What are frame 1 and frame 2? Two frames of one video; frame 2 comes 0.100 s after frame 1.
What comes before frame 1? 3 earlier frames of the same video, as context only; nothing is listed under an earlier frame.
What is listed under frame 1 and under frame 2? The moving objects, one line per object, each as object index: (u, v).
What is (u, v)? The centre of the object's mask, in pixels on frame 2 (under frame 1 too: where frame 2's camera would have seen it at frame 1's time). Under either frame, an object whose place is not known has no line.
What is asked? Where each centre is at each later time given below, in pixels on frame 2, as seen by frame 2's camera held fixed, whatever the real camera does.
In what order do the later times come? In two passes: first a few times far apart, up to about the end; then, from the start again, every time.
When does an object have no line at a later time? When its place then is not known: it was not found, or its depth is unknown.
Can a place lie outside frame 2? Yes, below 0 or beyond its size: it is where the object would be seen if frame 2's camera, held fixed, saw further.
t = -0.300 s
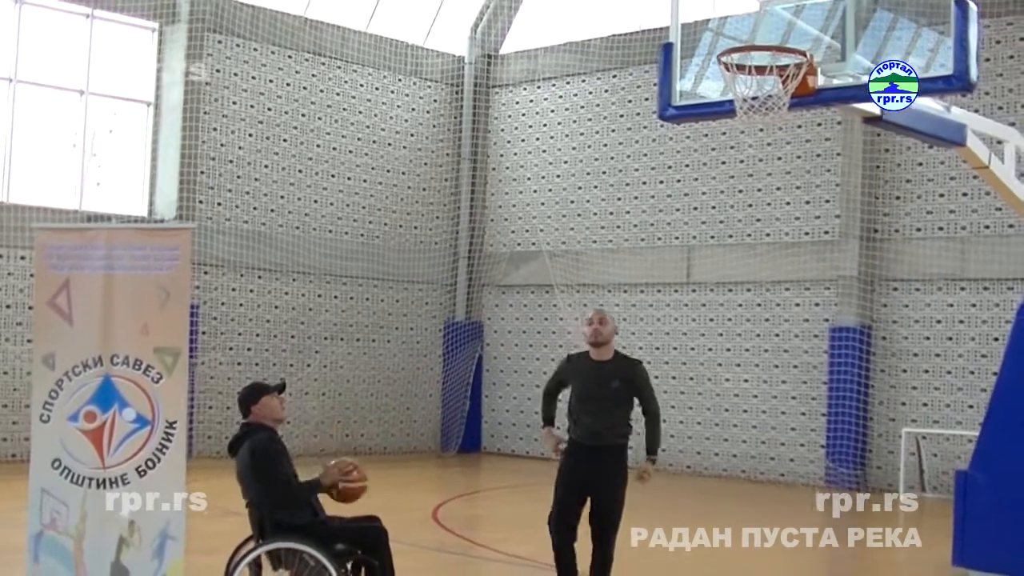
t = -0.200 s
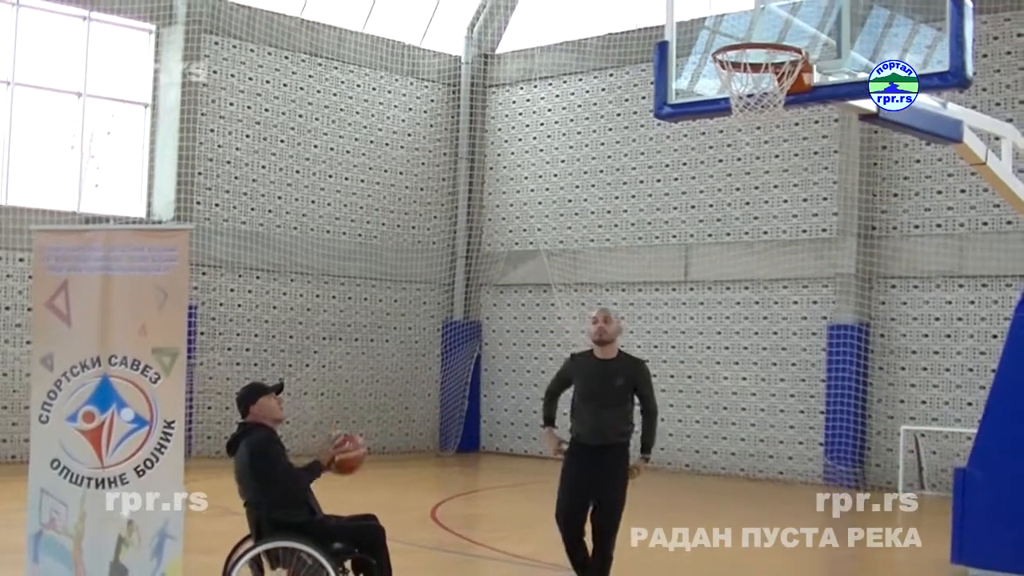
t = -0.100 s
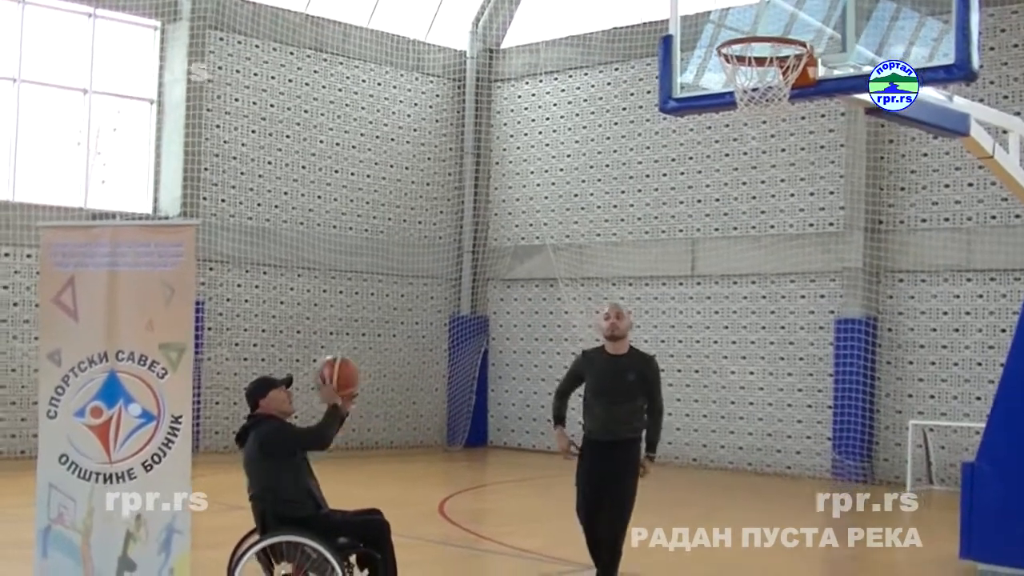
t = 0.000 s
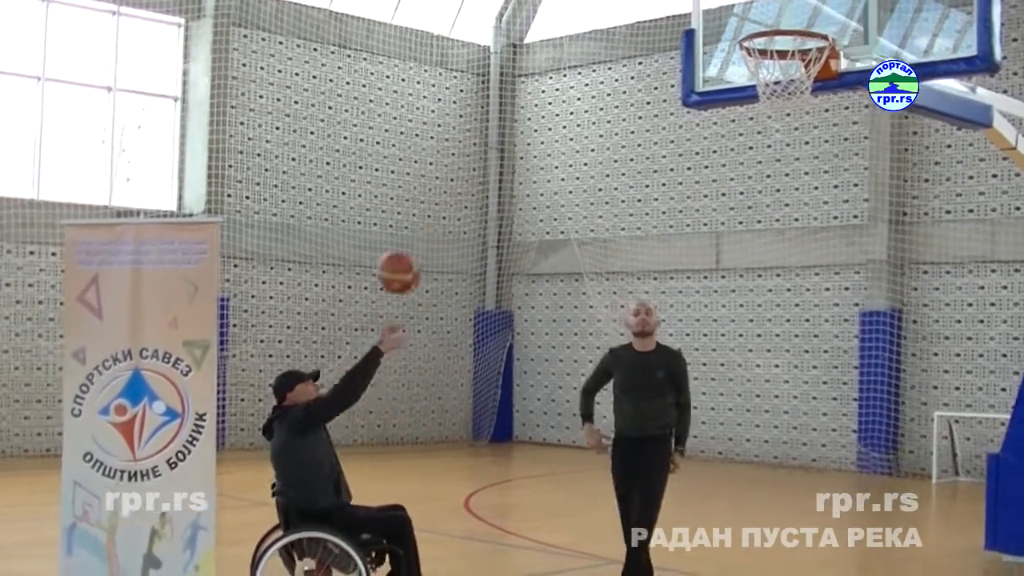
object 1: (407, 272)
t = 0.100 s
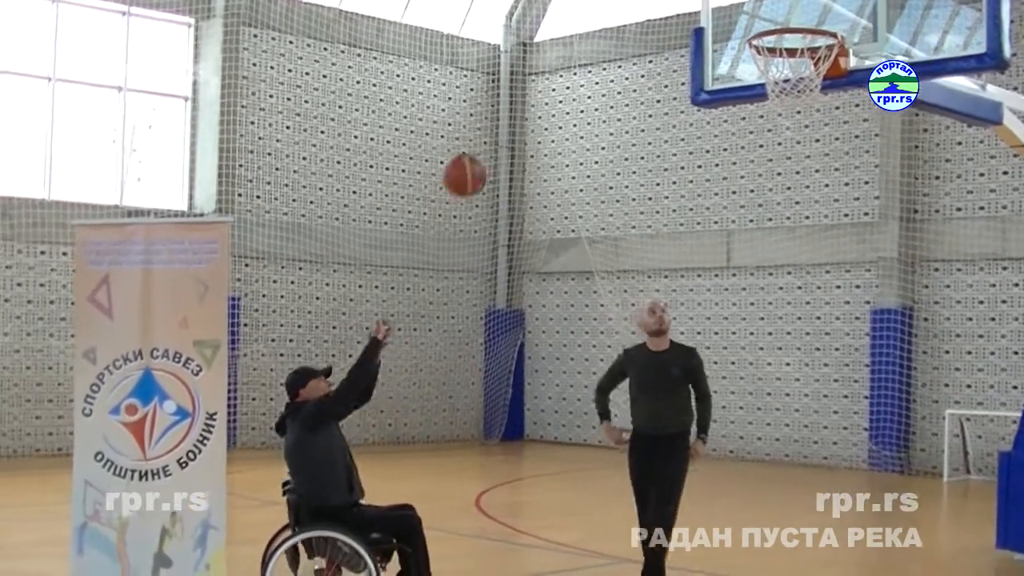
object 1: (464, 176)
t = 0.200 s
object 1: (520, 98)
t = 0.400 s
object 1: (627, 6)
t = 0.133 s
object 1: (483, 148)
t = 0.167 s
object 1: (500, 122)
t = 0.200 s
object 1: (520, 98)
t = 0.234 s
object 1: (537, 75)
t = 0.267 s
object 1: (556, 56)
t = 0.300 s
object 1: (574, 38)
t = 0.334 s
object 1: (592, 23)
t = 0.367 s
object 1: (610, 12)
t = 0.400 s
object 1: (627, 6)
